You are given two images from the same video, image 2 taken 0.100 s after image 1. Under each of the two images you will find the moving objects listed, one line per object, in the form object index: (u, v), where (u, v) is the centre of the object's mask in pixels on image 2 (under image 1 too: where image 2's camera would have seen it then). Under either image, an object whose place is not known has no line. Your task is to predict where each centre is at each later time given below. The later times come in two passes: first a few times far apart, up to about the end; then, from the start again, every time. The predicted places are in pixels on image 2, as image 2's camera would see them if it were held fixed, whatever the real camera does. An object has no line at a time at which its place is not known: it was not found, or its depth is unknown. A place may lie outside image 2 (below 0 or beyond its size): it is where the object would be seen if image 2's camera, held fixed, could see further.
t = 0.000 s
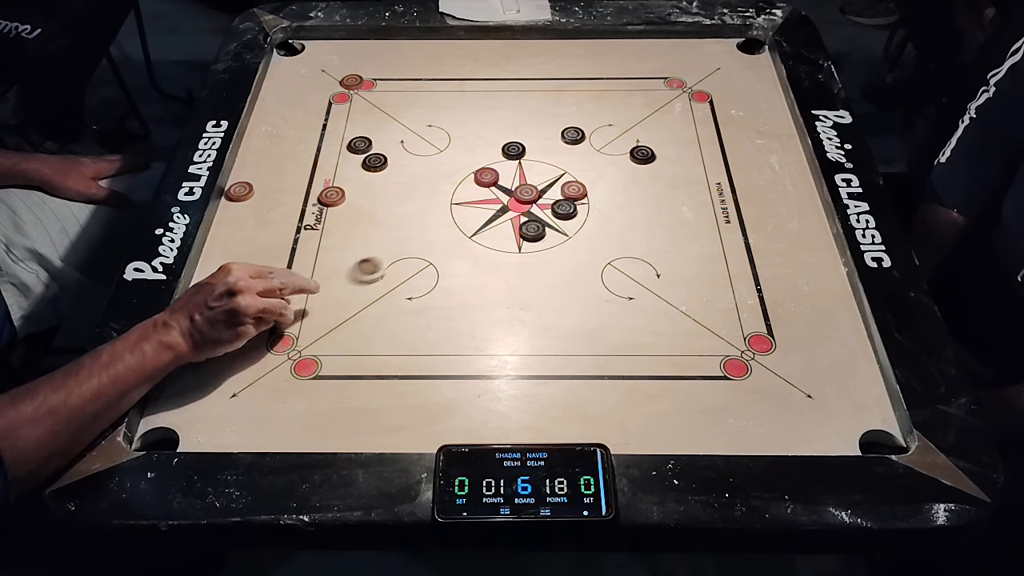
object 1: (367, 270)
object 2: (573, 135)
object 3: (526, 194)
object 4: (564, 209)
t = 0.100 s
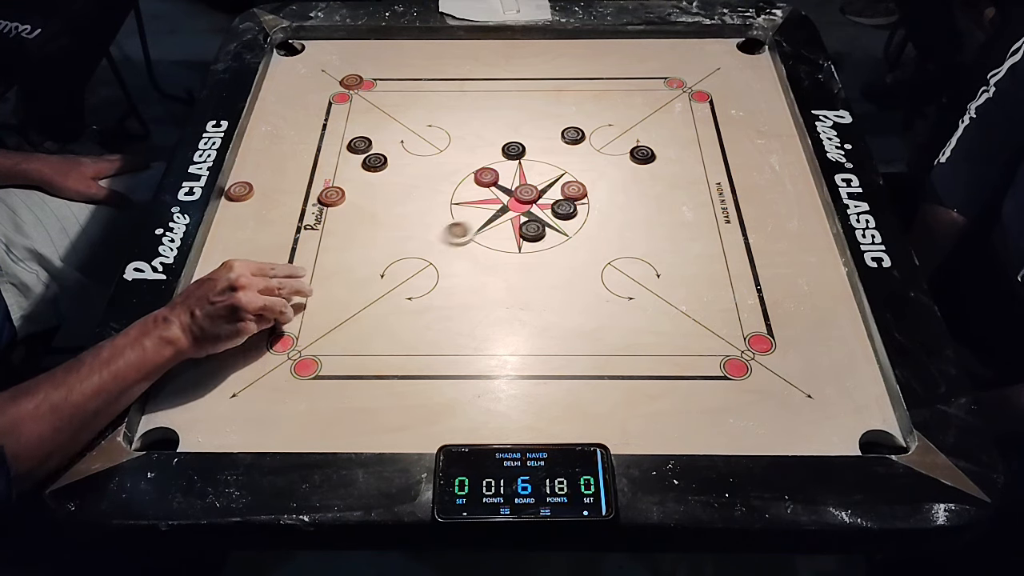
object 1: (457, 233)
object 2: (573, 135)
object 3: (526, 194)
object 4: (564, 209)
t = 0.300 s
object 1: (549, 201)
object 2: (571, 126)
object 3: (602, 145)
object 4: (601, 210)
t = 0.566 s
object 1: (551, 199)
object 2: (565, 91)
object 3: (716, 123)
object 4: (668, 210)
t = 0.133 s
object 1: (485, 222)
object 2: (573, 135)
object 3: (526, 194)
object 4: (564, 209)
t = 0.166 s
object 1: (510, 211)
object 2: (573, 135)
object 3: (527, 193)
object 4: (564, 209)
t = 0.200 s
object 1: (525, 207)
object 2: (573, 135)
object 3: (546, 177)
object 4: (564, 209)
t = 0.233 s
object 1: (537, 205)
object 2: (573, 135)
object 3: (565, 162)
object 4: (571, 209)
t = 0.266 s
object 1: (544, 203)
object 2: (572, 134)
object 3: (583, 150)
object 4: (587, 210)
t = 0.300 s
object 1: (549, 201)
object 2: (571, 126)
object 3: (602, 145)
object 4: (601, 210)
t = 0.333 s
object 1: (551, 199)
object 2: (569, 118)
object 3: (619, 142)
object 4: (615, 210)
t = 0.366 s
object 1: (551, 199)
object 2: (568, 112)
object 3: (636, 138)
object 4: (626, 210)
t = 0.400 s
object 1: (551, 199)
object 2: (567, 106)
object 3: (651, 135)
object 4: (636, 210)
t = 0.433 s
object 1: (551, 199)
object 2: (566, 102)
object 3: (665, 132)
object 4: (645, 210)
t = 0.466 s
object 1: (551, 199)
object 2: (565, 98)
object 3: (678, 130)
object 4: (652, 210)
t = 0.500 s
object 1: (551, 199)
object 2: (565, 93)
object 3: (699, 126)
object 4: (663, 210)
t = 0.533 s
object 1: (551, 199)
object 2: (565, 91)
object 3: (708, 124)
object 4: (666, 210)
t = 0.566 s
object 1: (551, 199)
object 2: (565, 91)
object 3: (716, 123)
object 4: (668, 210)
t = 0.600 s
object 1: (551, 199)
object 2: (565, 91)
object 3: (722, 122)
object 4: (668, 210)
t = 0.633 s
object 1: (551, 199)
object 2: (565, 91)
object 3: (727, 121)
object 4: (668, 210)
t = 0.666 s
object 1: (551, 199)
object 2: (565, 91)
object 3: (730, 121)
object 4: (668, 210)
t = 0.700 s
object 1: (551, 199)
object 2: (565, 91)
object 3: (732, 120)
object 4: (668, 210)
